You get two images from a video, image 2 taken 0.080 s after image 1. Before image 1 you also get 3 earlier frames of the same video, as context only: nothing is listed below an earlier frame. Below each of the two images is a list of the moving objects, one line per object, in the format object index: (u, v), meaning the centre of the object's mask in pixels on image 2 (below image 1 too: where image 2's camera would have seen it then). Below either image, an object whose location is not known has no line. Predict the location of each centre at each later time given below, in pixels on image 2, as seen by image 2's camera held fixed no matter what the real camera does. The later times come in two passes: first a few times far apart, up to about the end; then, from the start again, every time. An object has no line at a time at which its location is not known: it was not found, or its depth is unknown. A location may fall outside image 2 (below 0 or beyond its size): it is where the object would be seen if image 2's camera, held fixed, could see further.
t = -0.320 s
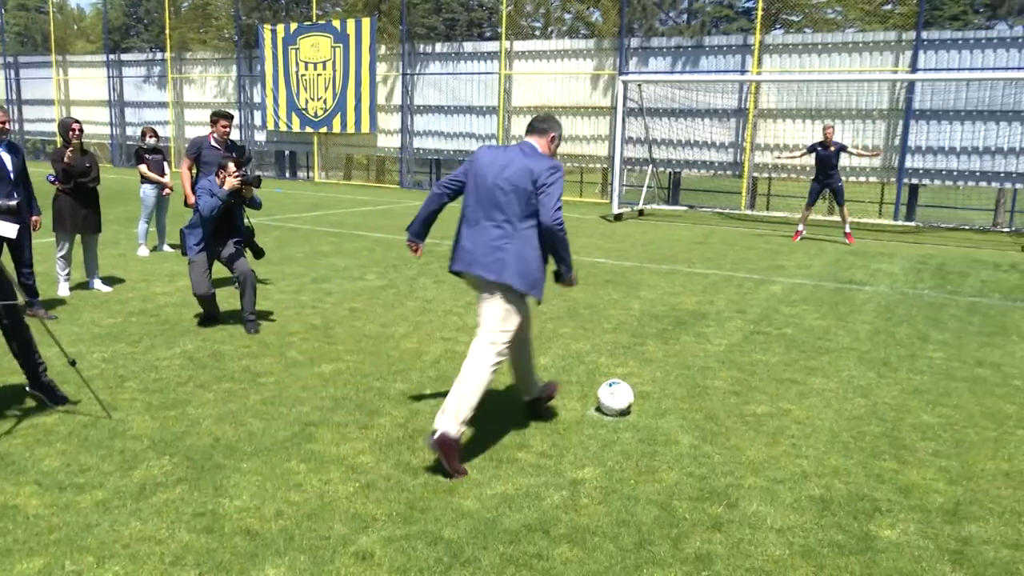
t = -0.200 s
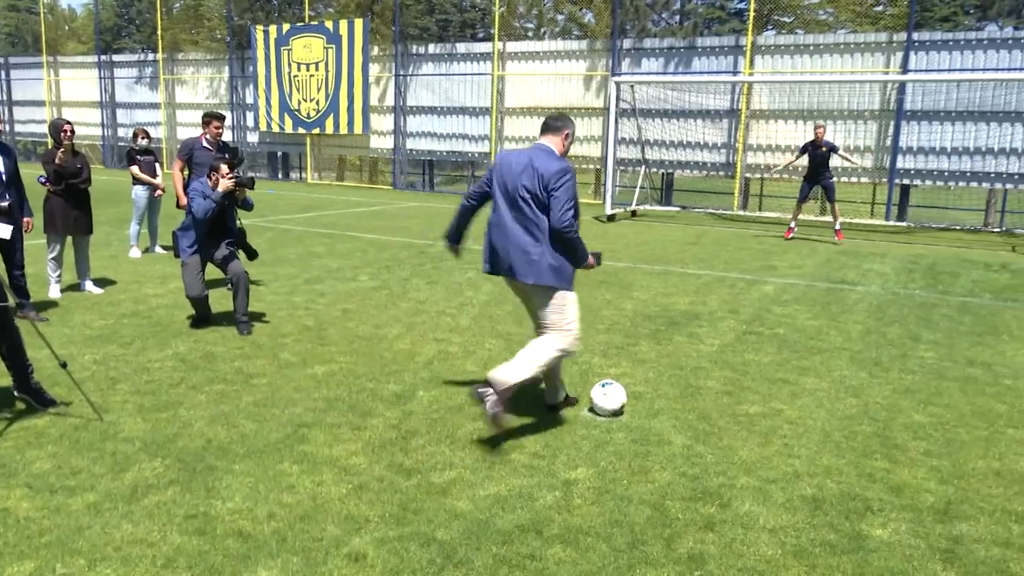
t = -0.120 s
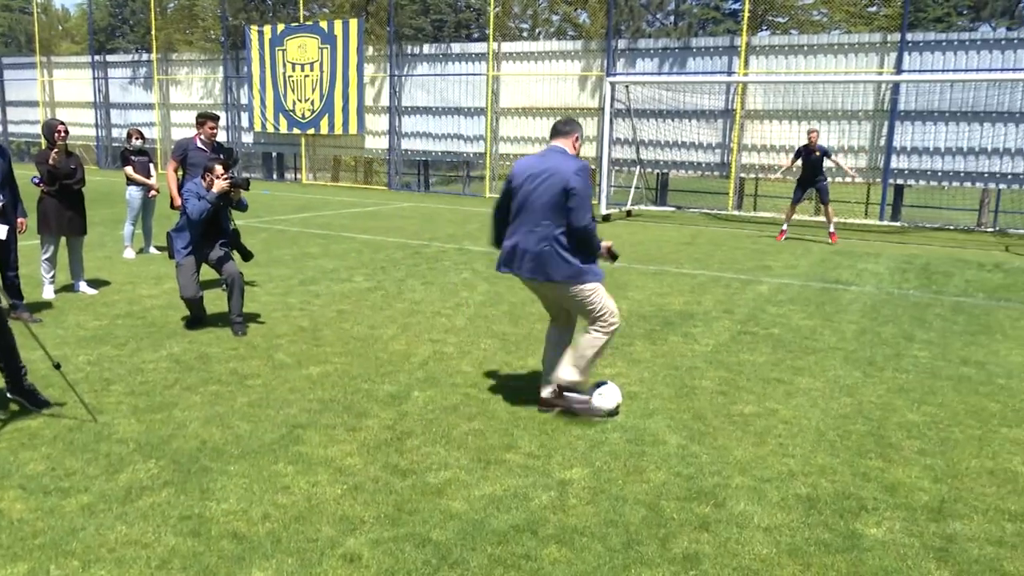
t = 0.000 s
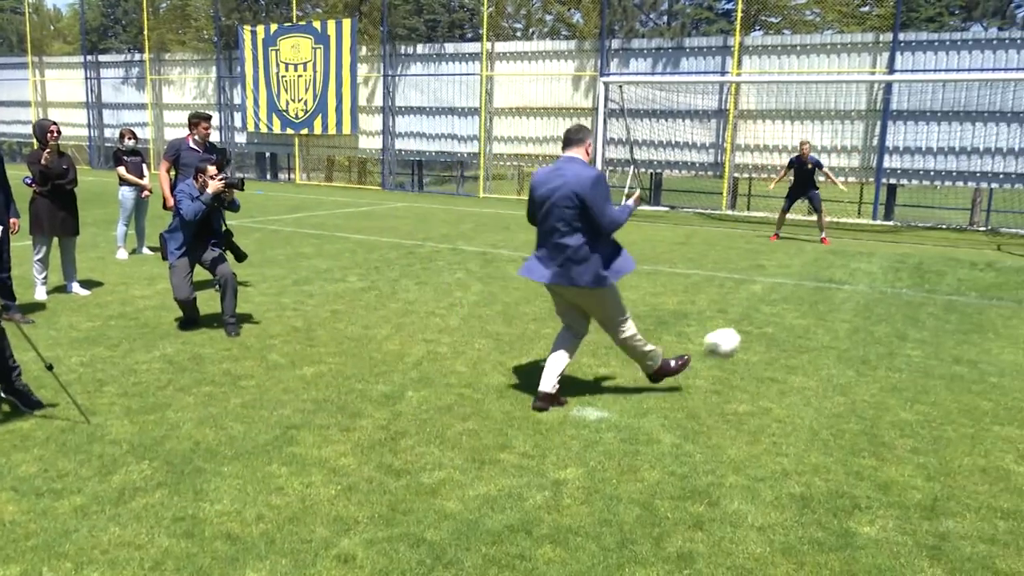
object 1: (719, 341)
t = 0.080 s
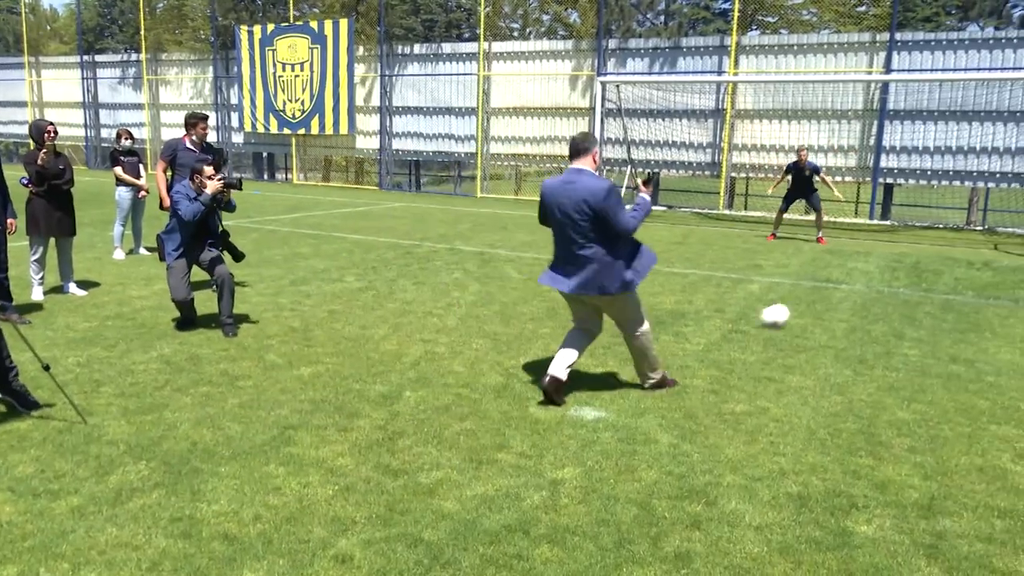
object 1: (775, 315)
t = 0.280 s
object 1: (855, 276)
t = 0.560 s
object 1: (904, 251)
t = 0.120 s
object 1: (796, 305)
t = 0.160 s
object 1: (814, 296)
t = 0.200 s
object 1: (830, 289)
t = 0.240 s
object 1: (843, 284)
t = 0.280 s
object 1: (855, 276)
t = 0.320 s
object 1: (866, 271)
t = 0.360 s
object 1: (874, 267)
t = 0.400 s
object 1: (882, 263)
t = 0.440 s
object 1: (888, 259)
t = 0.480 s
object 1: (895, 256)
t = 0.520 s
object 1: (900, 253)
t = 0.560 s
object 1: (904, 251)
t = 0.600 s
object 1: (909, 249)
